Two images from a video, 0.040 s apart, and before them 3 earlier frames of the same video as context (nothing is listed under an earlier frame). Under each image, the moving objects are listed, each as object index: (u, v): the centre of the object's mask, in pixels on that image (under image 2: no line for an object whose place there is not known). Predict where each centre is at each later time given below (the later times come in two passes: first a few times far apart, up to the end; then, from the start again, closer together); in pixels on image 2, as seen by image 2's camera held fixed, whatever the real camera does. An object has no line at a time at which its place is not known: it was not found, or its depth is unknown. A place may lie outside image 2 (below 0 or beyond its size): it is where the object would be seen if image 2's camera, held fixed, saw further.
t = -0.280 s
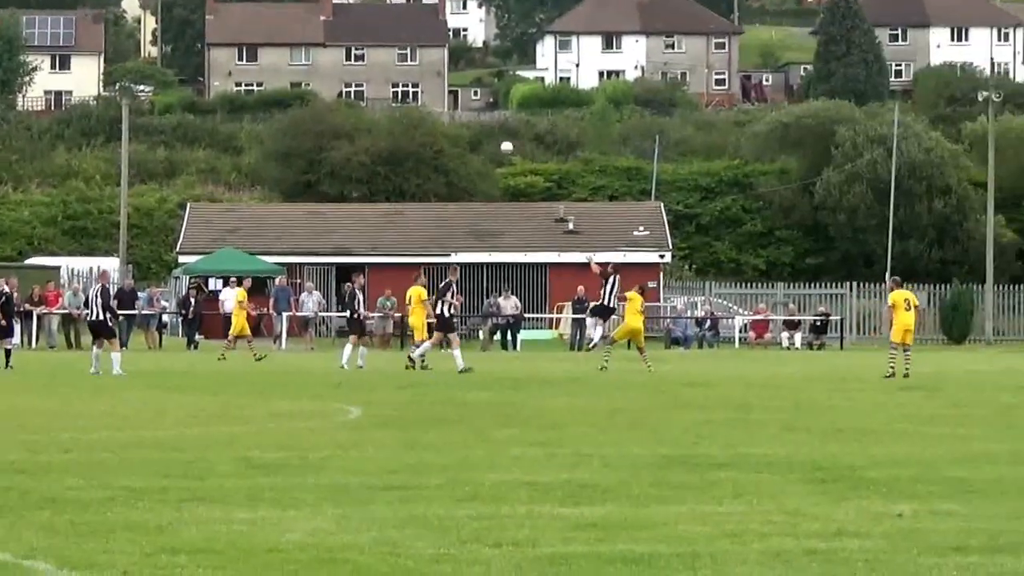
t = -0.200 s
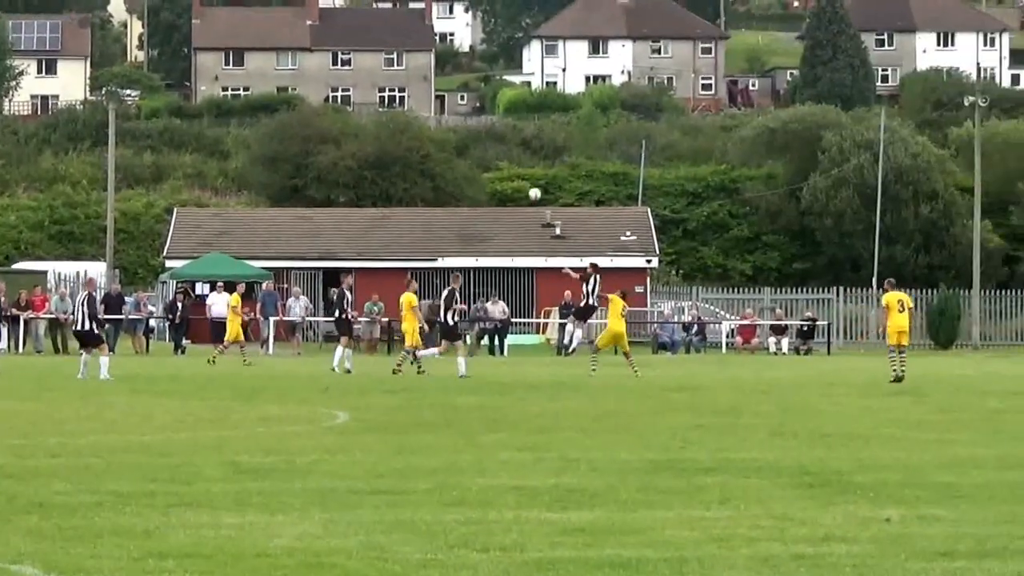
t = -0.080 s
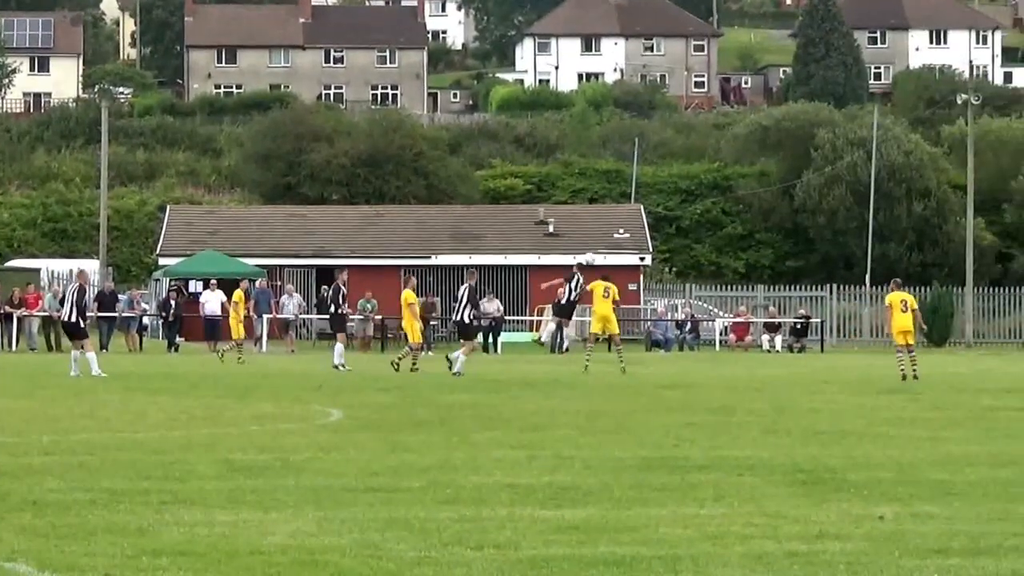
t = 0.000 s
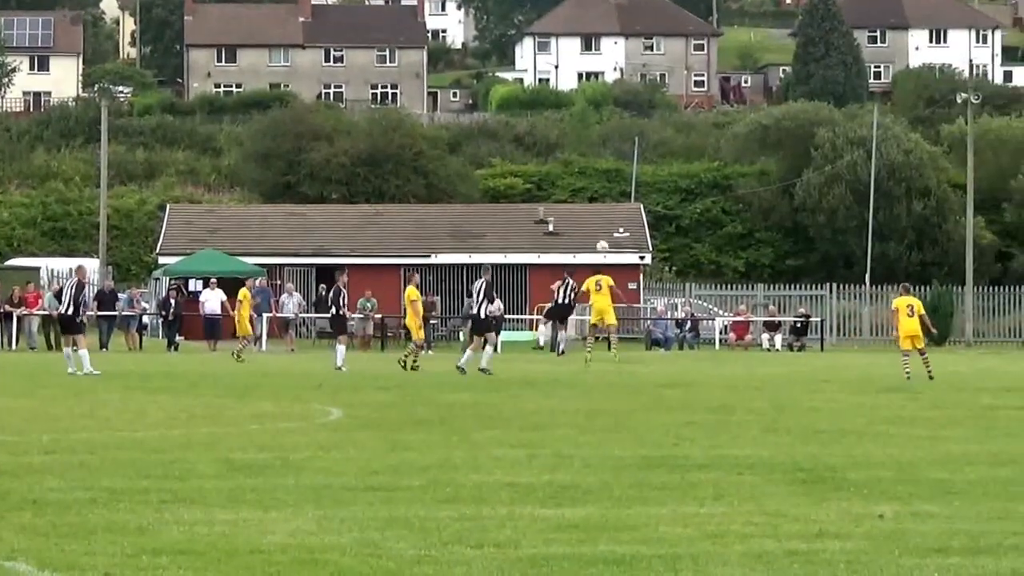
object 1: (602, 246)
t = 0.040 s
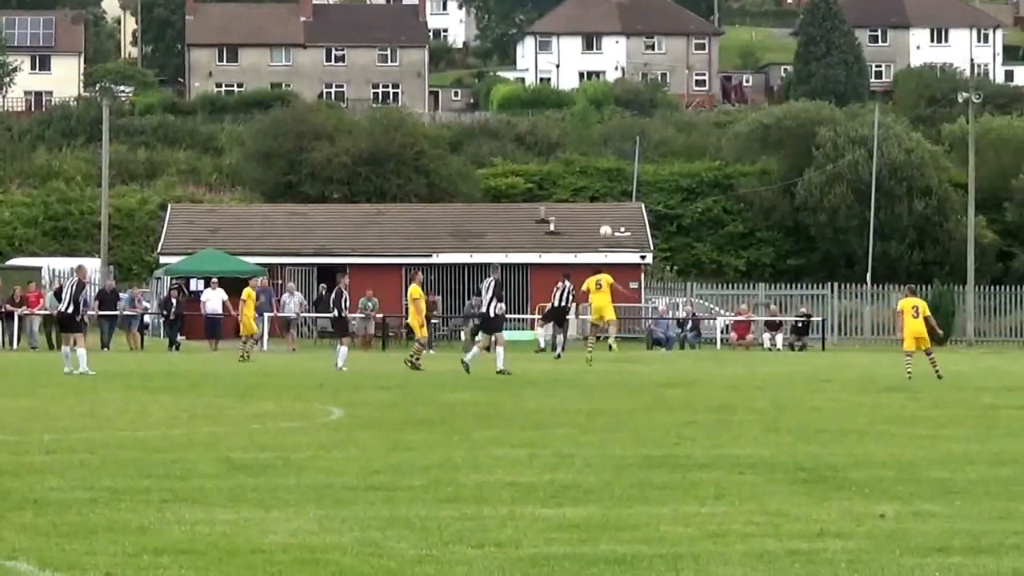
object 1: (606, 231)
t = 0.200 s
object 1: (614, 181)
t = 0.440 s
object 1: (634, 133)
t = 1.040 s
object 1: (715, 162)
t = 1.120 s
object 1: (728, 185)
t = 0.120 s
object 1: (610, 203)
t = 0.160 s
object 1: (612, 192)
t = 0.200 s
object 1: (614, 181)
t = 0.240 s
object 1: (616, 171)
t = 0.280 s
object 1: (620, 161)
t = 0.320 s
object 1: (622, 153)
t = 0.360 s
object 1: (627, 145)
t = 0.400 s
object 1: (631, 138)
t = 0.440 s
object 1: (634, 133)
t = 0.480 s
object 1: (638, 128)
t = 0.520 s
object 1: (642, 124)
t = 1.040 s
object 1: (715, 162)
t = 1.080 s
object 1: (721, 174)
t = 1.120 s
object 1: (728, 185)
